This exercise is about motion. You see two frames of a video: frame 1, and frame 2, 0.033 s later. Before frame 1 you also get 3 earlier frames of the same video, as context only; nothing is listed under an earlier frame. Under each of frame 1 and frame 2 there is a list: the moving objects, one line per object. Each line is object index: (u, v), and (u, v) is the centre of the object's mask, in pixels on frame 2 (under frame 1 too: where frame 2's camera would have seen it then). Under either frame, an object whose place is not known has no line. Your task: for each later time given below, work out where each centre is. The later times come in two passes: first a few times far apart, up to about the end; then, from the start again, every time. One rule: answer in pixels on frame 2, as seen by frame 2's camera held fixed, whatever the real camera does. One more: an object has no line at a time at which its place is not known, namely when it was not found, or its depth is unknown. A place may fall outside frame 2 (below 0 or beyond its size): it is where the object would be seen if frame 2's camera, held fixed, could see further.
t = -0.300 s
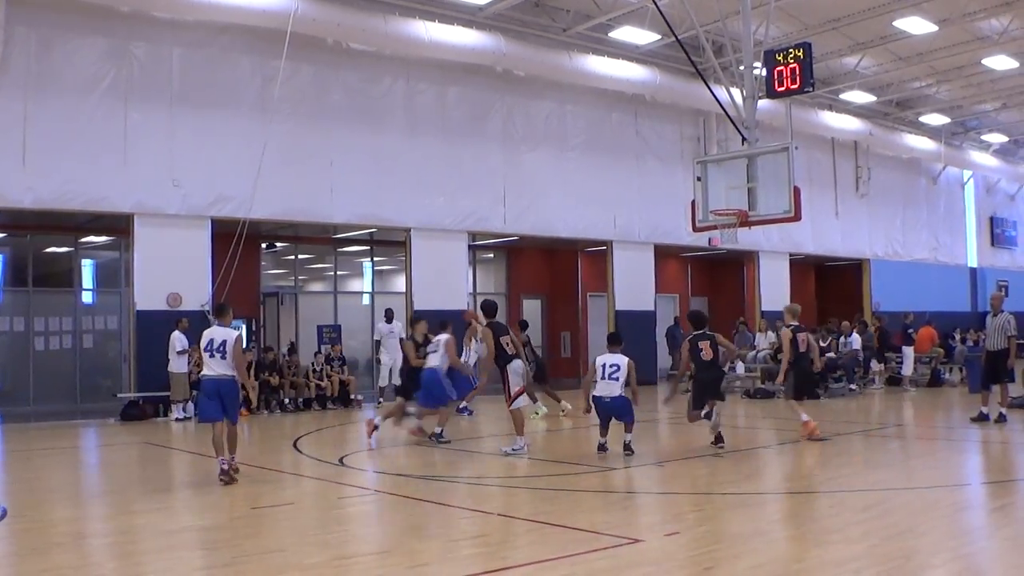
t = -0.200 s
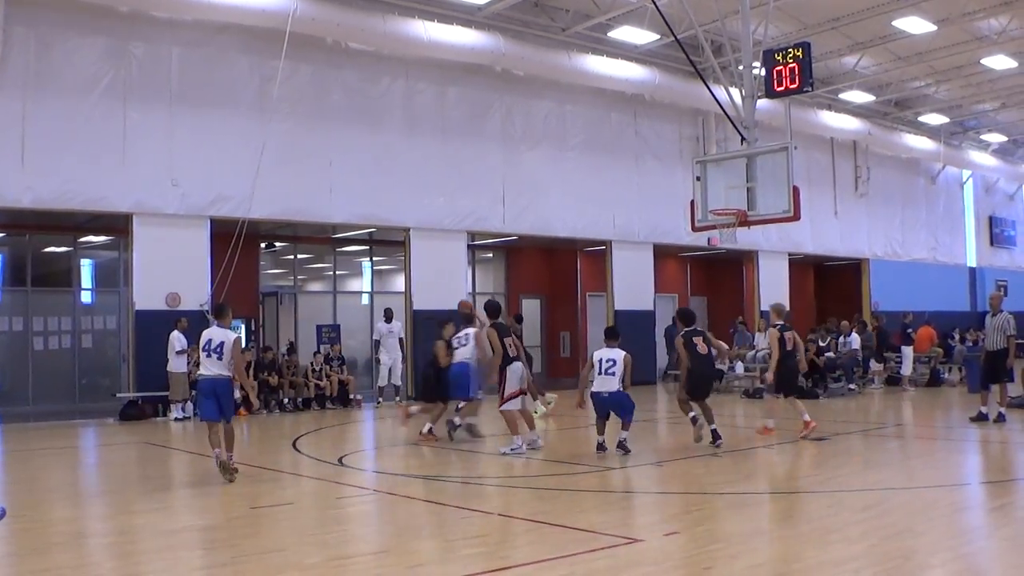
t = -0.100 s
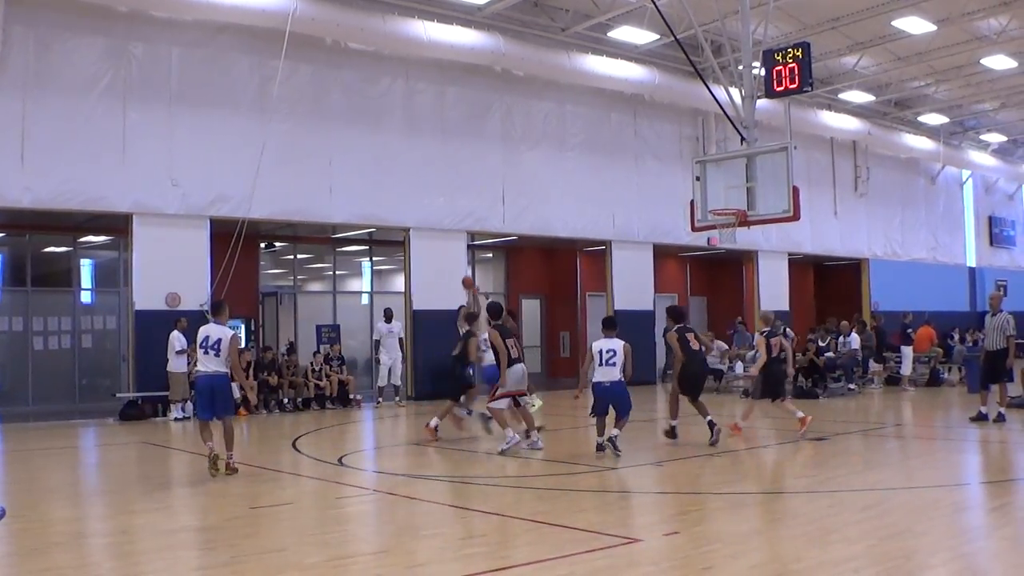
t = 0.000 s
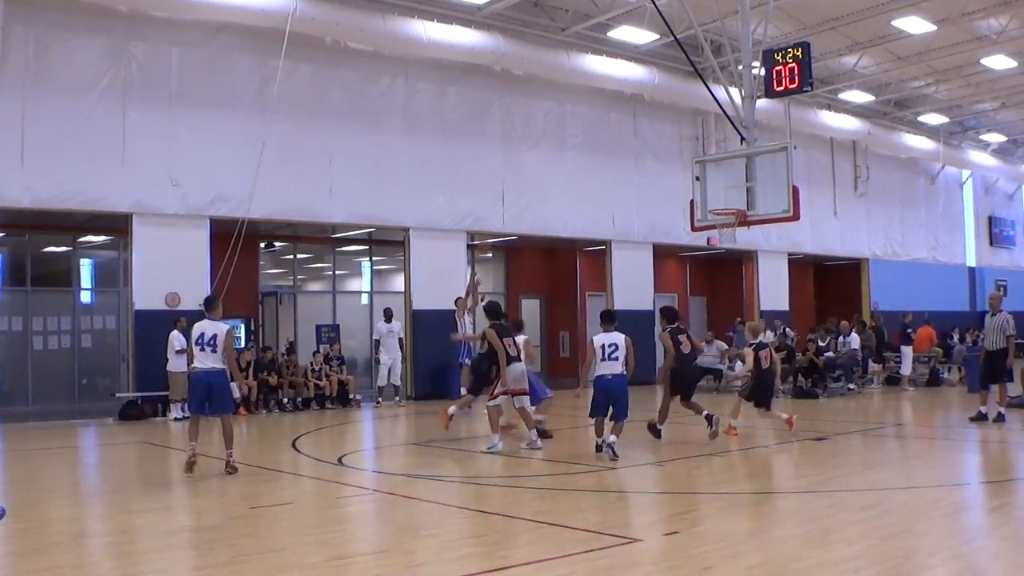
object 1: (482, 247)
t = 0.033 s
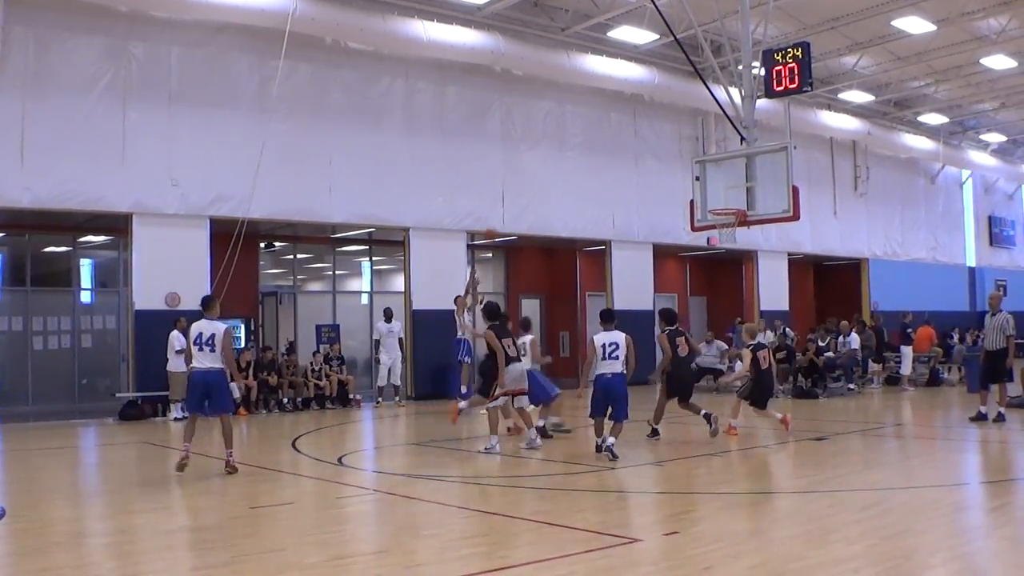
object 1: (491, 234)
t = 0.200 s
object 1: (522, 187)
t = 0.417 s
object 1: (567, 146)
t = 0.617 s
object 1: (611, 131)
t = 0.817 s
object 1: (659, 141)
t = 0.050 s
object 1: (494, 229)
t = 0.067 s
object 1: (496, 224)
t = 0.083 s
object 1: (500, 218)
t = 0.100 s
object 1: (503, 214)
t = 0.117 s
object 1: (506, 209)
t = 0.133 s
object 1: (509, 204)
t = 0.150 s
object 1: (512, 200)
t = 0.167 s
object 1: (516, 195)
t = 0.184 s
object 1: (519, 191)
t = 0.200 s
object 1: (522, 187)
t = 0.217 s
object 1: (526, 183)
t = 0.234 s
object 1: (529, 179)
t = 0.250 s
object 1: (532, 176)
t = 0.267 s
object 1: (536, 172)
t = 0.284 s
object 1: (539, 168)
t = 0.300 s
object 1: (543, 165)
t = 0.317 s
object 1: (546, 162)
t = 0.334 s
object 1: (549, 159)
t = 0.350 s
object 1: (553, 156)
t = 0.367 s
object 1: (556, 153)
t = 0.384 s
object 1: (560, 151)
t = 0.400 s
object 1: (563, 149)
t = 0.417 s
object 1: (567, 146)
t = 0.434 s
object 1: (570, 144)
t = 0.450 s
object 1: (574, 142)
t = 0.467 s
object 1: (578, 140)
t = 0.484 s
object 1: (581, 139)
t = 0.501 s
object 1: (585, 137)
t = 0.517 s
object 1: (589, 136)
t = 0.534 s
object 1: (592, 135)
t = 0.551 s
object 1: (596, 134)
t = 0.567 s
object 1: (600, 133)
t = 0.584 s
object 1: (604, 132)
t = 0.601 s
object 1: (608, 132)
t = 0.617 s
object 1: (611, 131)
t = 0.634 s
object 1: (615, 131)
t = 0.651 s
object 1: (619, 131)
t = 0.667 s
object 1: (623, 131)
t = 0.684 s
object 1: (627, 132)
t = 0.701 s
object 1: (630, 132)
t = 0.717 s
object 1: (634, 133)
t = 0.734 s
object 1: (638, 134)
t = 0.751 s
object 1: (642, 135)
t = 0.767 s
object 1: (646, 137)
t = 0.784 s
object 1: (650, 138)
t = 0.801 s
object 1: (654, 140)
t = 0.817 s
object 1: (659, 141)
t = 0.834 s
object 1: (663, 143)
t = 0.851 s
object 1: (667, 145)
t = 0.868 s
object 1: (671, 148)
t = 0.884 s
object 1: (675, 151)
